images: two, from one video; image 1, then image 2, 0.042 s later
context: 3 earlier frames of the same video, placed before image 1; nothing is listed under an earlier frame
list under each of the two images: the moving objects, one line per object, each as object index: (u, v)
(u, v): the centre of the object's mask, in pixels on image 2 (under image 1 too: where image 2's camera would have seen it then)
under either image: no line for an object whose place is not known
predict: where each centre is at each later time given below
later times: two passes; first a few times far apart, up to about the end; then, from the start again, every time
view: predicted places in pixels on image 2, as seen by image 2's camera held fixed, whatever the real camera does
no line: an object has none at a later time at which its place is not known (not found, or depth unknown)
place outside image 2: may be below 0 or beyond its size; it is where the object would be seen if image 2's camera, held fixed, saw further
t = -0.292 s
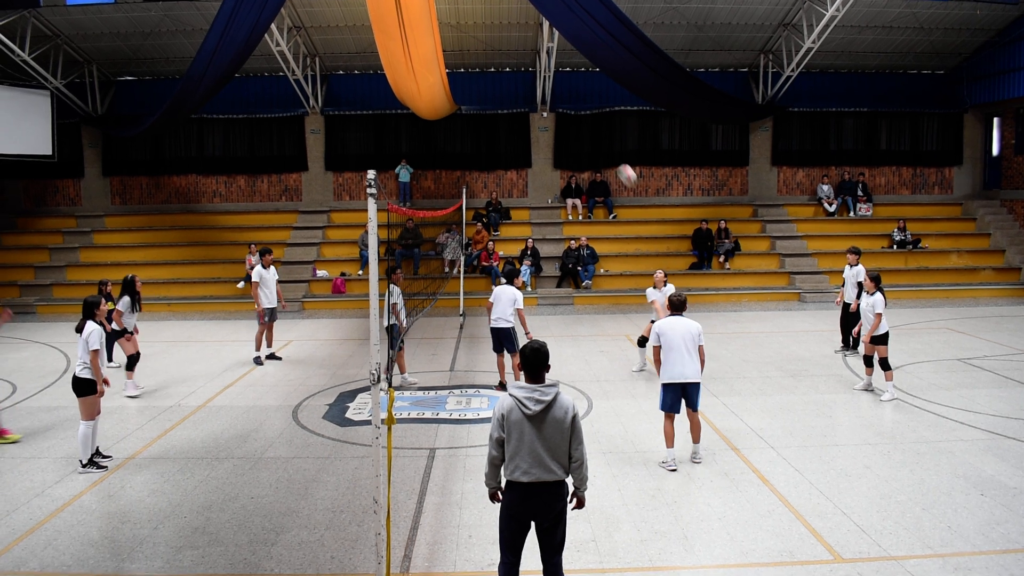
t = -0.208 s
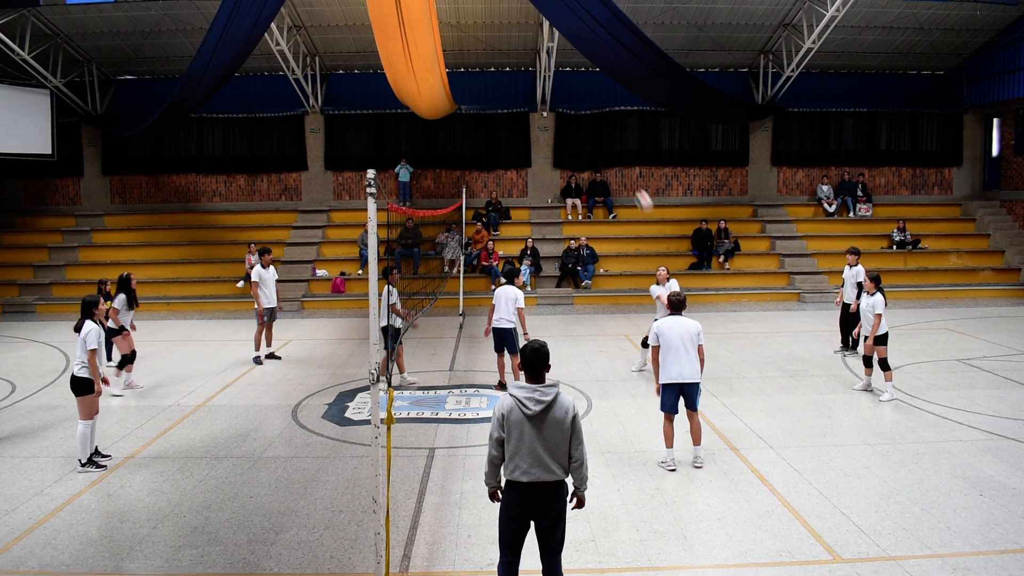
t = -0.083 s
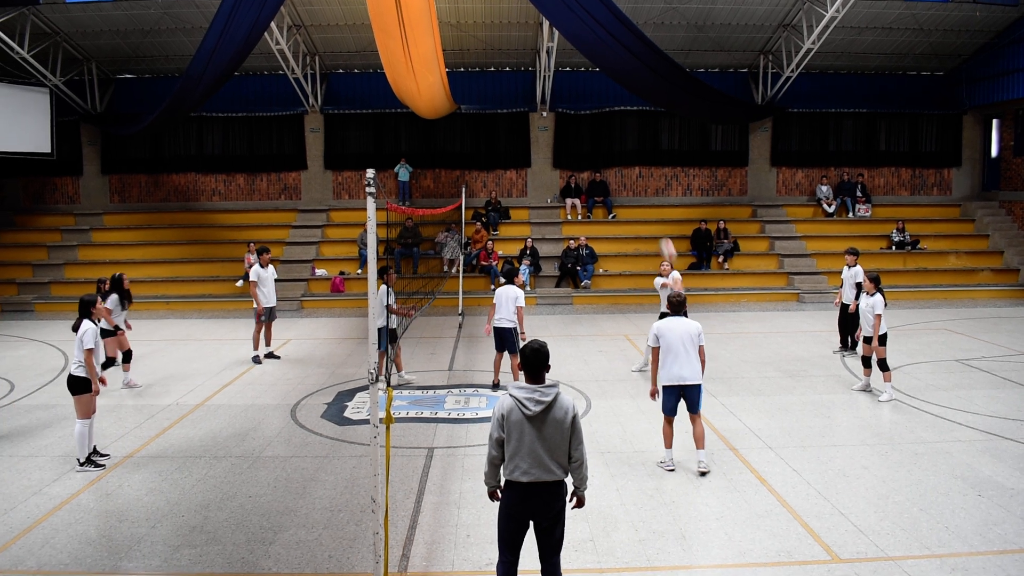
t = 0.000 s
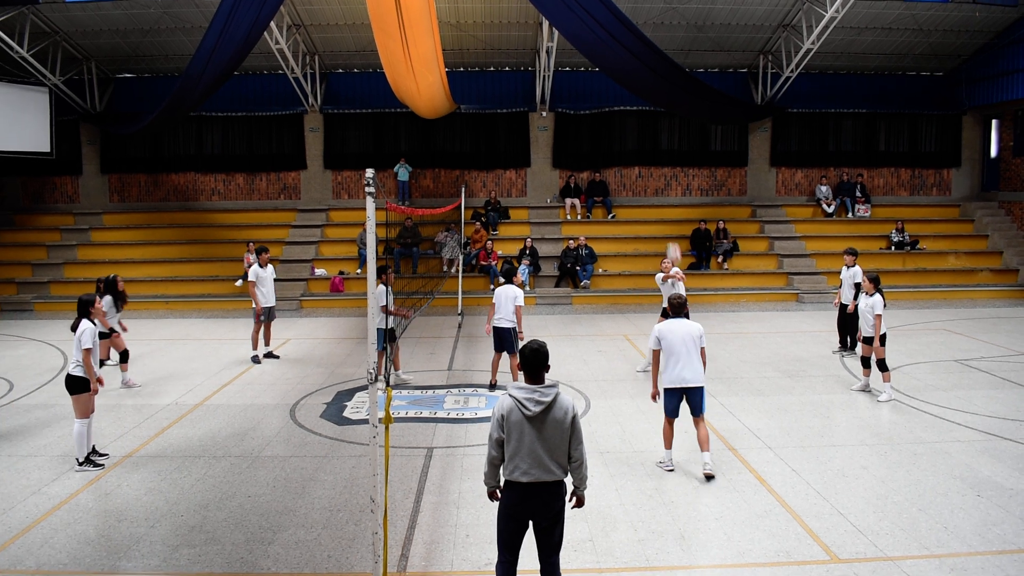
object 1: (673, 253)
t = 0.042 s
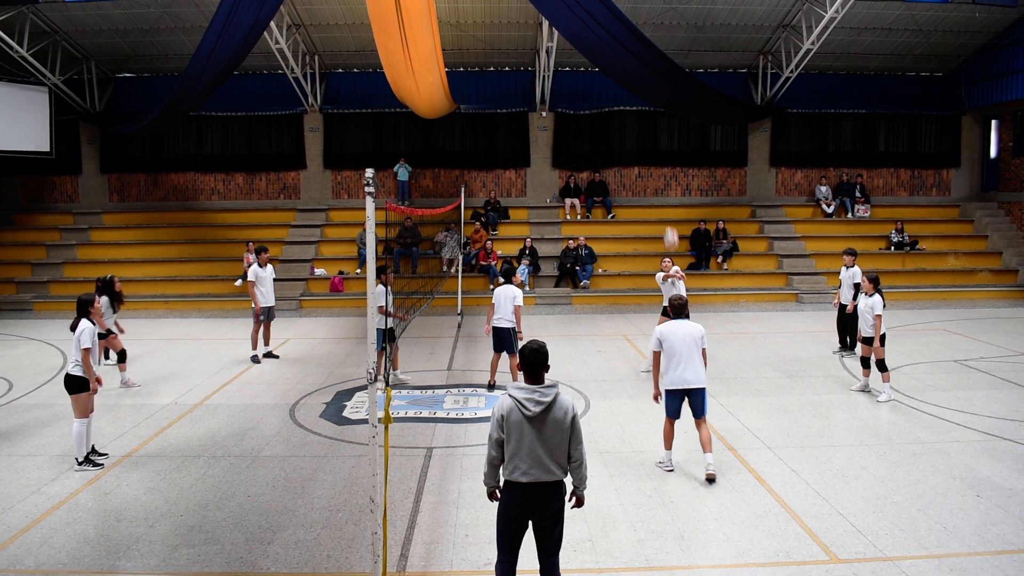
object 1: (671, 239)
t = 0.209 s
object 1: (660, 186)
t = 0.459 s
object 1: (644, 146)
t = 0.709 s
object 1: (626, 152)
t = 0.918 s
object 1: (612, 193)
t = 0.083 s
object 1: (668, 223)
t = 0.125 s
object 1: (666, 210)
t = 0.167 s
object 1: (663, 197)
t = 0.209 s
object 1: (660, 186)
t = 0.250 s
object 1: (657, 177)
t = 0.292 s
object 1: (655, 168)
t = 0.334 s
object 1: (652, 160)
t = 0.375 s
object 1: (649, 154)
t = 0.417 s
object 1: (647, 149)
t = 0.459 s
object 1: (644, 146)
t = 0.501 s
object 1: (641, 144)
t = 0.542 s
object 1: (638, 143)
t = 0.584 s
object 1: (635, 143)
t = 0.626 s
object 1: (632, 145)
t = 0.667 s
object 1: (629, 148)
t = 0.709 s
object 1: (626, 152)
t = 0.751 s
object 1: (624, 158)
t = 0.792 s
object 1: (621, 164)
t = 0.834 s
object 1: (618, 173)
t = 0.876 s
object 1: (615, 183)
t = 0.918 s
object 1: (612, 193)
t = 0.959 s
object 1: (609, 206)
